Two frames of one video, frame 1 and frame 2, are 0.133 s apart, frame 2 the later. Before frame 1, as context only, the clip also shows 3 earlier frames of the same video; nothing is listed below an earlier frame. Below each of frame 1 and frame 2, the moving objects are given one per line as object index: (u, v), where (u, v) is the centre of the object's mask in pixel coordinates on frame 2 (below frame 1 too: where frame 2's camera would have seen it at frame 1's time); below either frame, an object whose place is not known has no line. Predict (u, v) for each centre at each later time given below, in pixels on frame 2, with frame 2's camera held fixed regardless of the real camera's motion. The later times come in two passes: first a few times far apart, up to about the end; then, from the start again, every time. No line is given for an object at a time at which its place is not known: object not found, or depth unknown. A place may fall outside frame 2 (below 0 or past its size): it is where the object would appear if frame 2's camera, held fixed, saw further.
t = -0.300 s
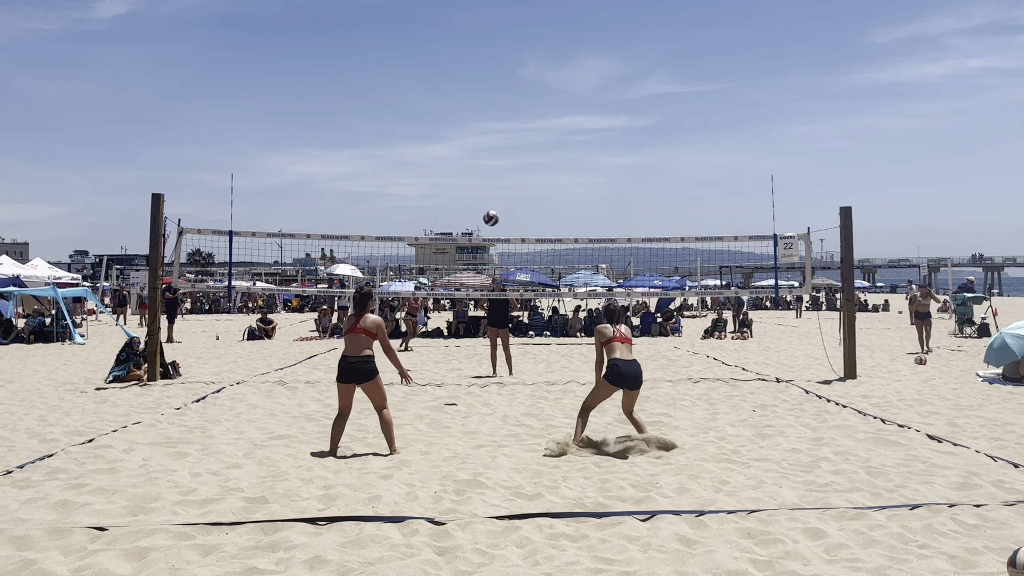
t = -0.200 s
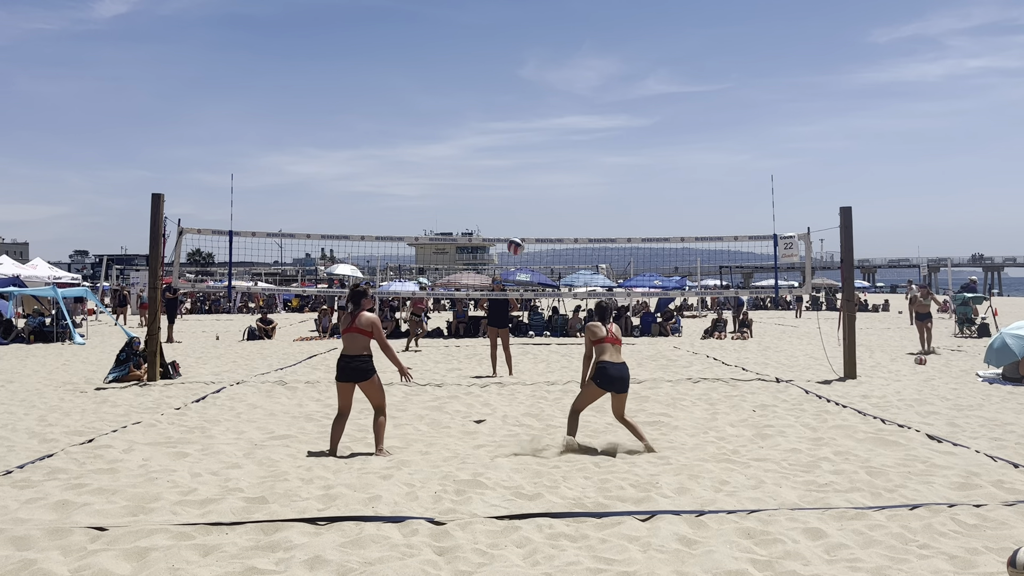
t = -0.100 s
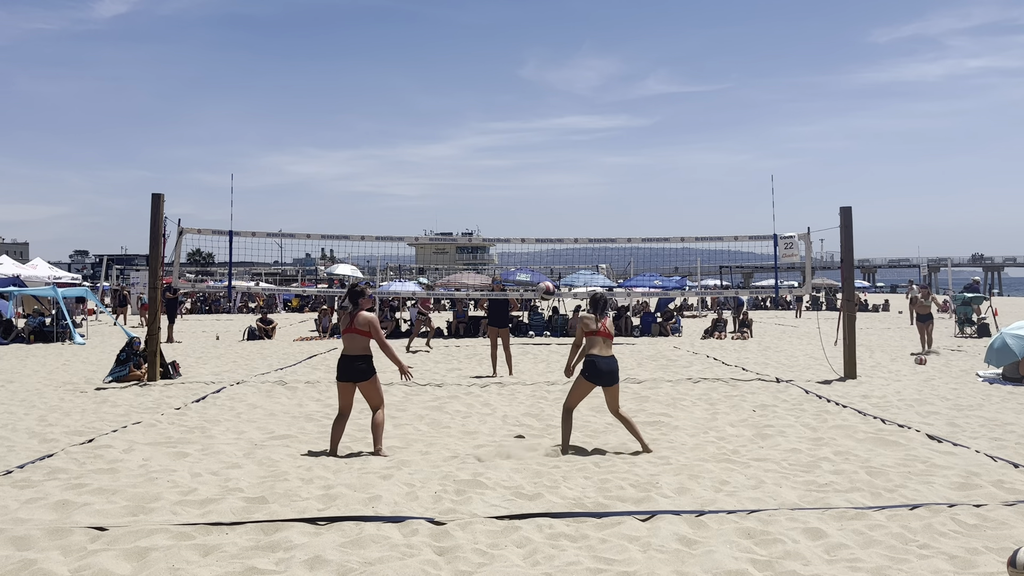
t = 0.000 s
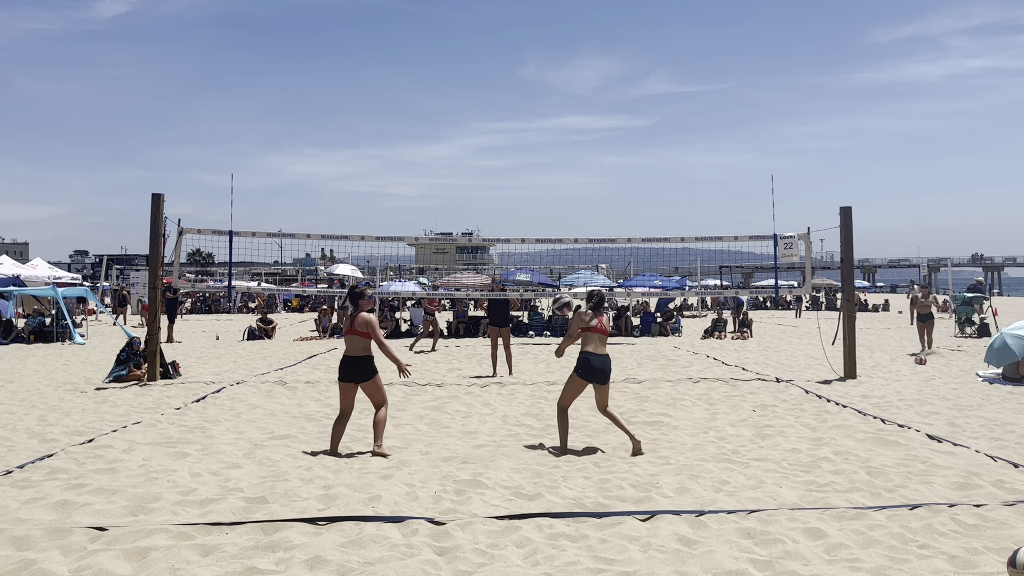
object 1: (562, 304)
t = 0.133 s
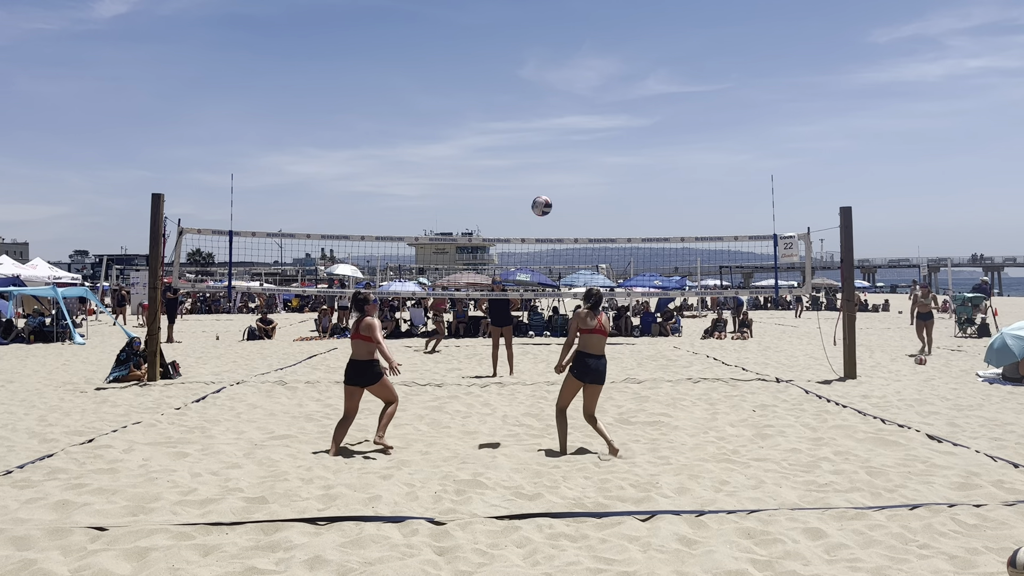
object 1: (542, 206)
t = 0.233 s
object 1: (527, 148)
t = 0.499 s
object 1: (490, 48)
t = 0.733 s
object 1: (461, 19)
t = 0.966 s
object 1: (432, 34)
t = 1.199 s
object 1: (406, 89)
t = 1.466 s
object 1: (375, 192)
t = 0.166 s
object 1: (537, 185)
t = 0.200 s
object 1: (532, 166)
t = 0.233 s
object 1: (527, 148)
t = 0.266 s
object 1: (522, 131)
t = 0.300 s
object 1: (517, 116)
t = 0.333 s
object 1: (513, 101)
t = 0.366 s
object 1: (508, 88)
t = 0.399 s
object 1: (504, 76)
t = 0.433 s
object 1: (499, 66)
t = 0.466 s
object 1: (495, 57)
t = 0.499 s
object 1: (490, 48)
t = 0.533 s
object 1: (486, 41)
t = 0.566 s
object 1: (482, 35)
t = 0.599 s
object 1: (478, 30)
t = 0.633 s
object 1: (473, 25)
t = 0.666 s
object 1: (469, 23)
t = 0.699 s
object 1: (465, 20)
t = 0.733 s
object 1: (461, 19)
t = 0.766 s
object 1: (457, 18)
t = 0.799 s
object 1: (453, 19)
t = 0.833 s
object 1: (448, 20)
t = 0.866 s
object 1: (445, 23)
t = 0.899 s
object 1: (440, 26)
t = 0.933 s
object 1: (436, 30)
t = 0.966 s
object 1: (432, 34)
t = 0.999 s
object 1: (429, 40)
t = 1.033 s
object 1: (425, 46)
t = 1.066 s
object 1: (421, 54)
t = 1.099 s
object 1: (417, 61)
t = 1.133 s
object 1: (413, 70)
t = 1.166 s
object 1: (409, 79)
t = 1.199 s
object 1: (406, 89)
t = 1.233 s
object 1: (402, 100)
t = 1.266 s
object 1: (398, 111)
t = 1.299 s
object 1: (394, 123)
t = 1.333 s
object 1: (391, 136)
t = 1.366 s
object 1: (386, 149)
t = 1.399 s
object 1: (383, 163)
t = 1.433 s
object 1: (379, 177)
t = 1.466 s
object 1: (375, 192)
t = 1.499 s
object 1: (371, 207)
